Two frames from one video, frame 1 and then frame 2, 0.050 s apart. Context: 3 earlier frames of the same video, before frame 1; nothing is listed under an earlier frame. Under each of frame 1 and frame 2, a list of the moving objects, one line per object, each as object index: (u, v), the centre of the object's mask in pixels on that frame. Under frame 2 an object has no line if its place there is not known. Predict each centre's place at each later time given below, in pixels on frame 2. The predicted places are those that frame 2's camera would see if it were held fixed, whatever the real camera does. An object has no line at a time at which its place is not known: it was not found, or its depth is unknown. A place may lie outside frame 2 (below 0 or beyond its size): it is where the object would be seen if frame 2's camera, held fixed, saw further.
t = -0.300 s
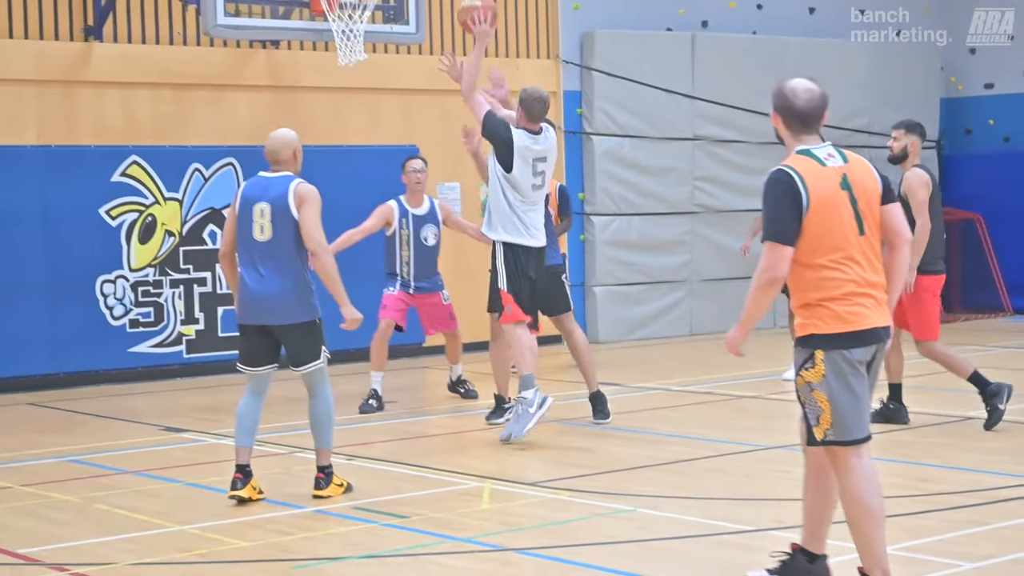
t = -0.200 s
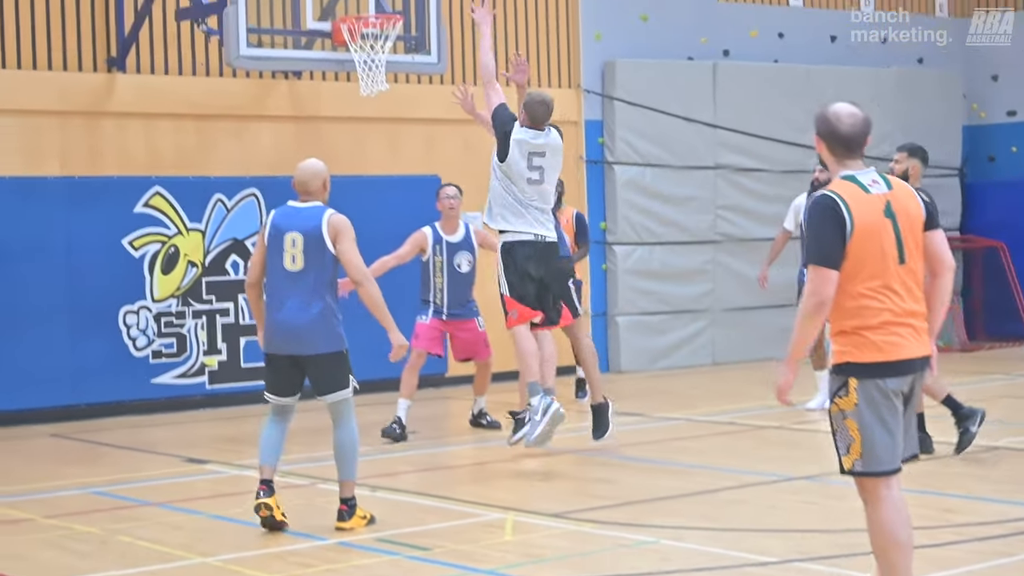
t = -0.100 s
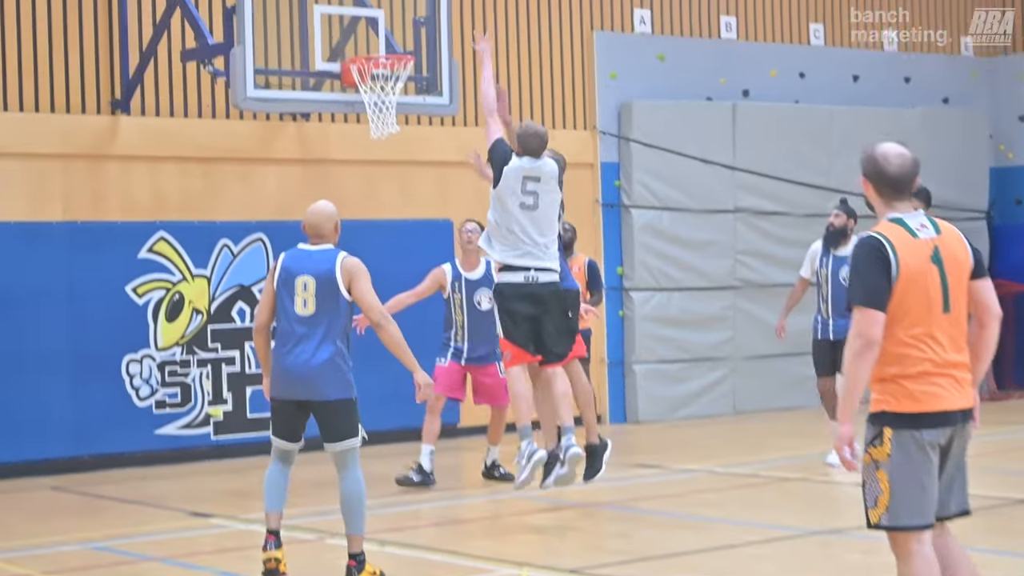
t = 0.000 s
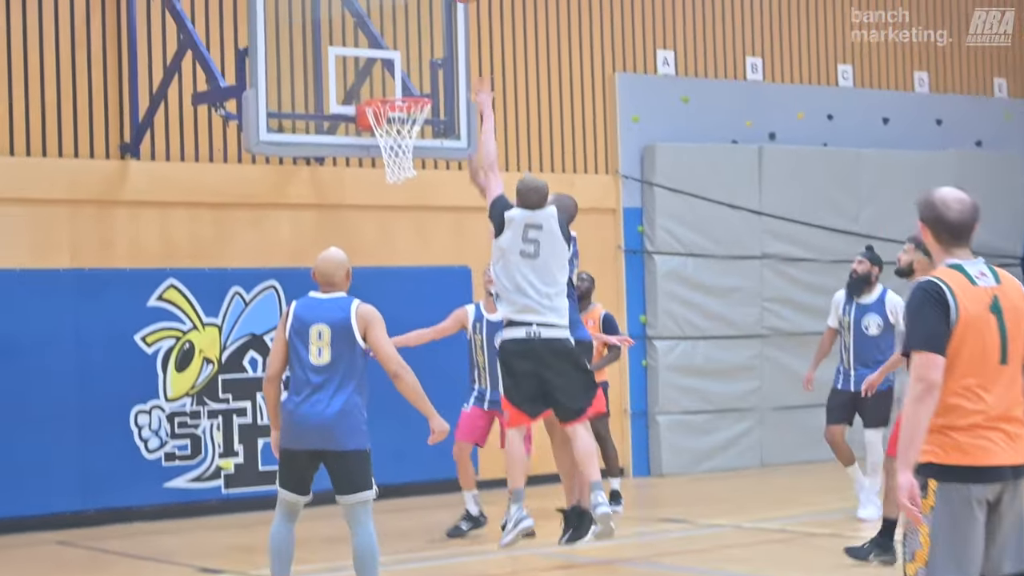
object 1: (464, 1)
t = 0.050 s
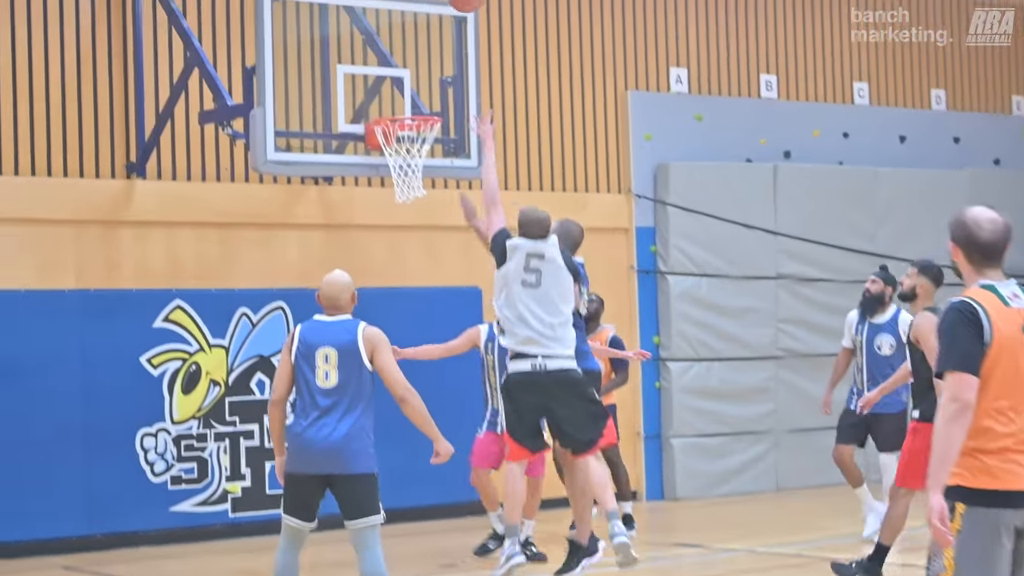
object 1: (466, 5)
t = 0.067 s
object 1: (463, 1)
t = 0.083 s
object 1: (459, -3)
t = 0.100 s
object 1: (457, -6)
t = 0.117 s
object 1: (454, -8)
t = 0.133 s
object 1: (452, -10)
